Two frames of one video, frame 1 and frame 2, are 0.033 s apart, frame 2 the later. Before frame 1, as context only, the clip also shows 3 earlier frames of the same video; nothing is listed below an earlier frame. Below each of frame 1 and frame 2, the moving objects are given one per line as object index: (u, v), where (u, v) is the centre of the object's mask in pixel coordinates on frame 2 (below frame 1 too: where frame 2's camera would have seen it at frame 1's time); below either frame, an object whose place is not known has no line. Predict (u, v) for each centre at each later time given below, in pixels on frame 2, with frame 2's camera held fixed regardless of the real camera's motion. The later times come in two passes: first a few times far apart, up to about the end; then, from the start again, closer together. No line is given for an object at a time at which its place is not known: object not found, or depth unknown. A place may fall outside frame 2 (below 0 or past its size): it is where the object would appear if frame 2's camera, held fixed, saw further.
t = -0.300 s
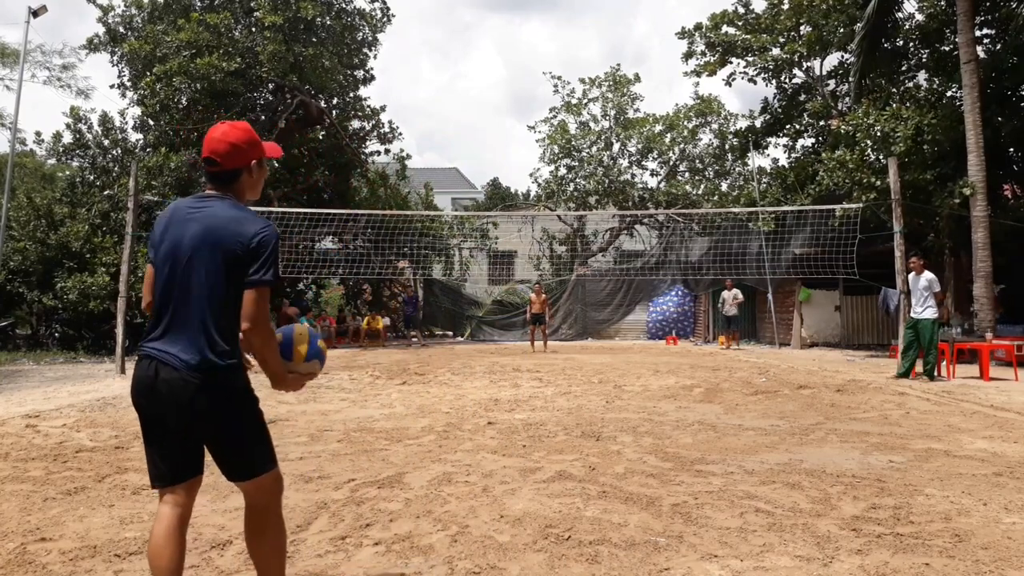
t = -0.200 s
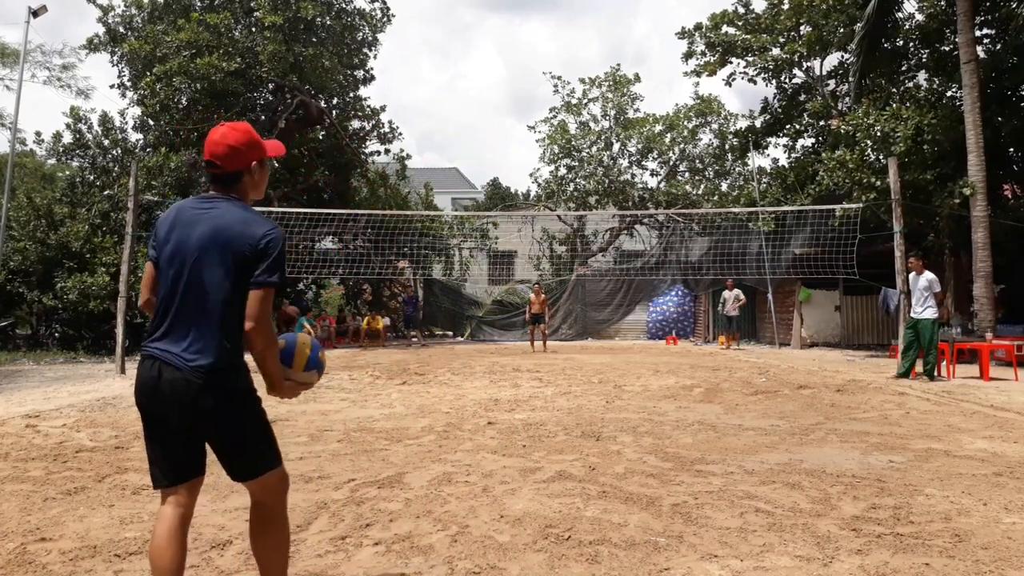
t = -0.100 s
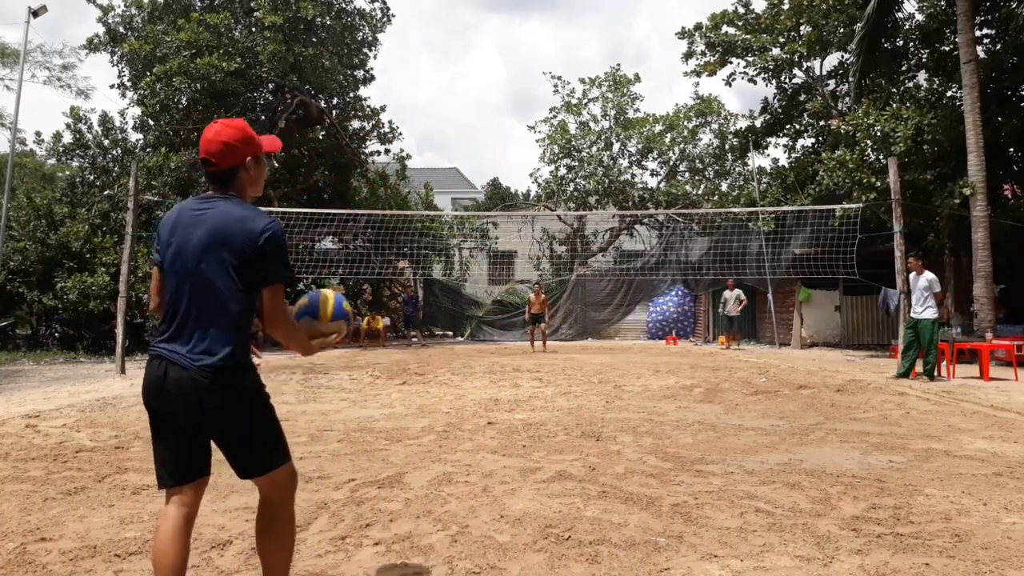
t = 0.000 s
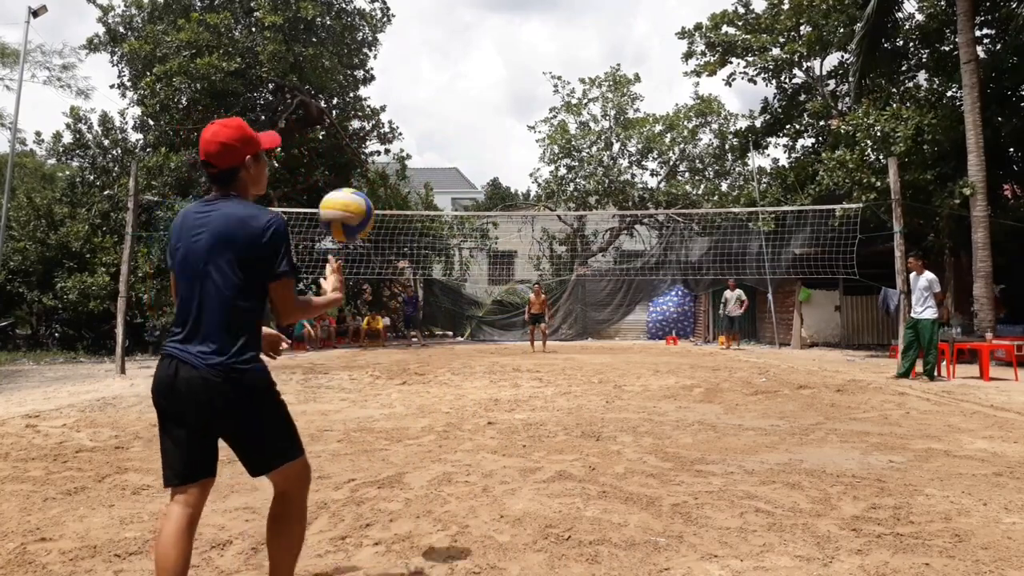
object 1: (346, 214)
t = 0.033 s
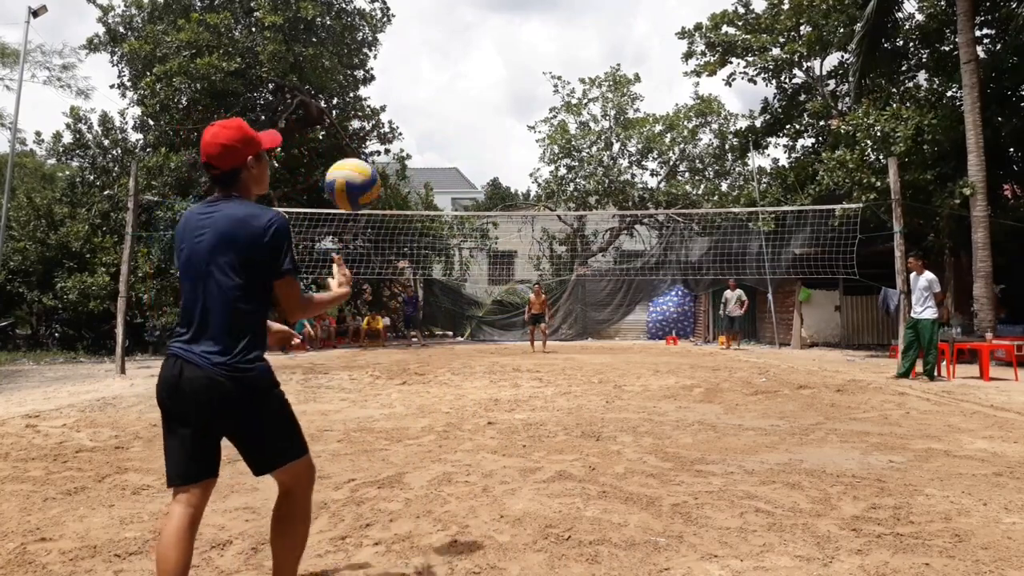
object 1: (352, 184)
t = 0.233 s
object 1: (389, 71)
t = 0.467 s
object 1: (428, 65)
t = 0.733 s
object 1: (469, 200)
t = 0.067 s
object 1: (359, 158)
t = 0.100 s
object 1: (365, 135)
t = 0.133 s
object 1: (371, 114)
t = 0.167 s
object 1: (377, 97)
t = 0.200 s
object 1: (383, 82)
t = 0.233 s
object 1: (389, 71)
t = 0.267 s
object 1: (395, 62)
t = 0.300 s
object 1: (401, 55)
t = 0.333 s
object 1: (407, 53)
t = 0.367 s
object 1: (412, 52)
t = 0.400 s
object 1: (418, 54)
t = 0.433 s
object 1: (423, 58)
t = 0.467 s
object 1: (428, 65)
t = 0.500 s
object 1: (434, 74)
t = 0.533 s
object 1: (439, 86)
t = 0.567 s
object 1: (444, 100)
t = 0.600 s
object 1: (449, 115)
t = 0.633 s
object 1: (454, 134)
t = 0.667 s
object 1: (459, 154)
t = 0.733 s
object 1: (469, 200)
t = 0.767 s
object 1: (474, 226)
